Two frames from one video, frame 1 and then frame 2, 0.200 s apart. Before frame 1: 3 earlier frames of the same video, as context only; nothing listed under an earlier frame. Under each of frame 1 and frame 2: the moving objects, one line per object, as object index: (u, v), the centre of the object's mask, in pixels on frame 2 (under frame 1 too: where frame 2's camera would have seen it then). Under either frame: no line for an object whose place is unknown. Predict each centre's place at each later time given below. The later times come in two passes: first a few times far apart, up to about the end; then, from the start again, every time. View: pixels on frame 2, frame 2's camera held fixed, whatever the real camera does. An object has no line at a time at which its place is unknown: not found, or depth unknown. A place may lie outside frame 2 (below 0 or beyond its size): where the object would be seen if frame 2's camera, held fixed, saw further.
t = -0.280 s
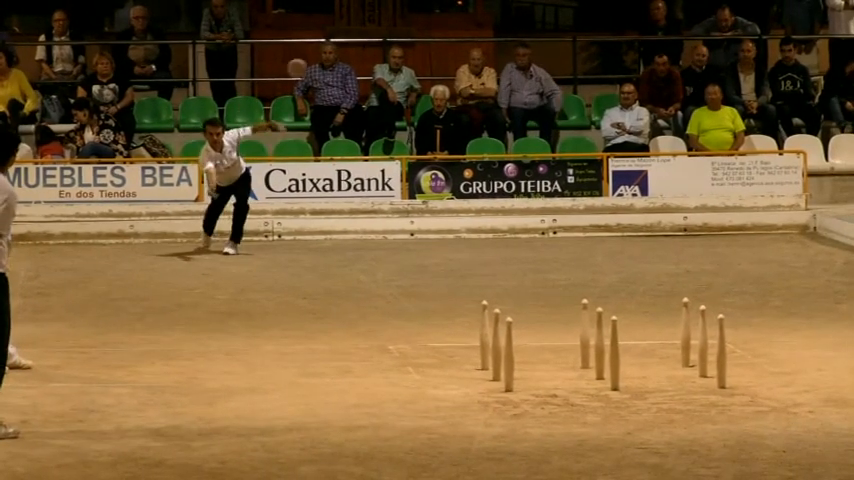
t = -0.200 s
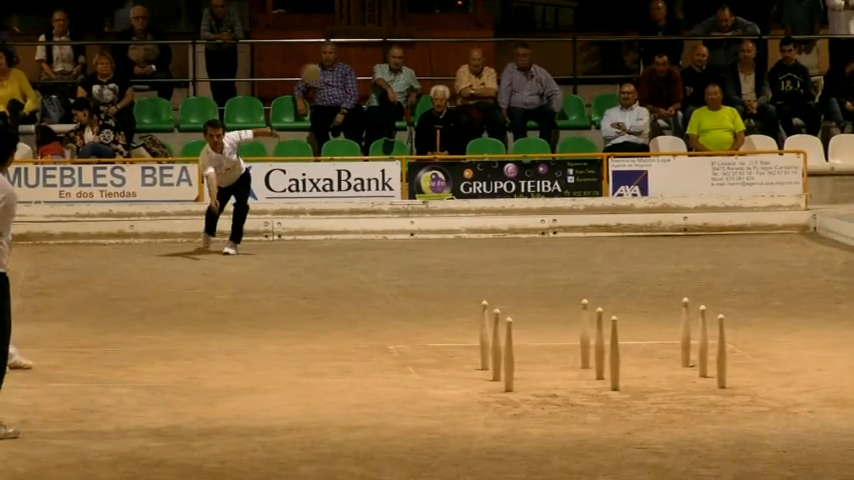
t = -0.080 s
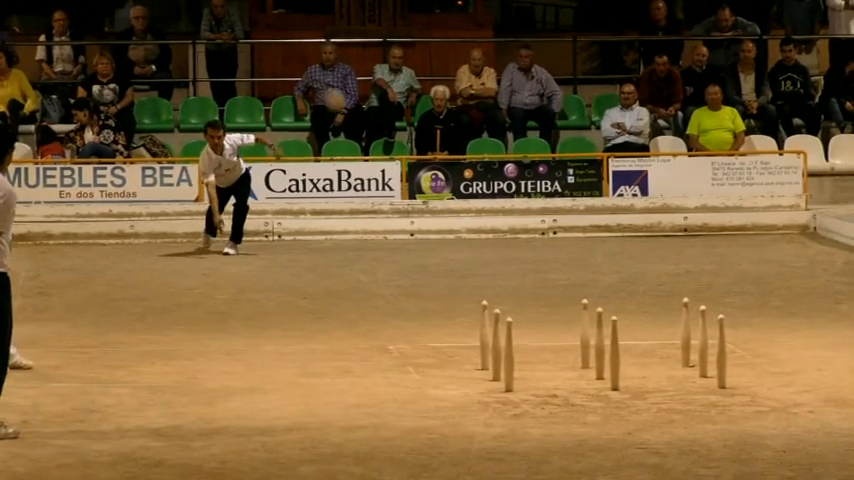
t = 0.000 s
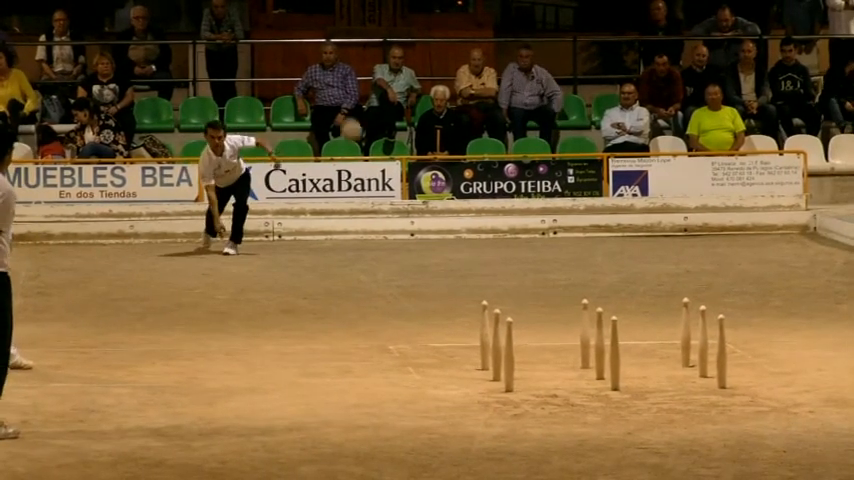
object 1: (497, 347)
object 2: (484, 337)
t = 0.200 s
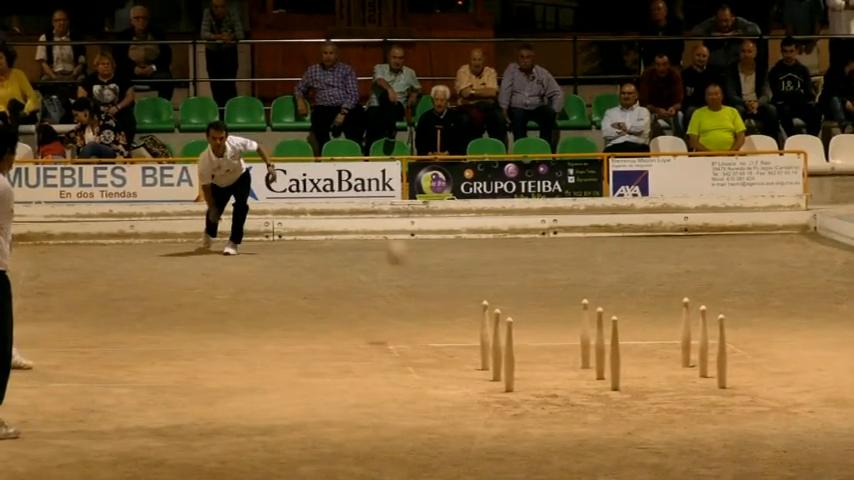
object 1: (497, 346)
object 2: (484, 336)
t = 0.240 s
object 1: (497, 347)
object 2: (484, 336)
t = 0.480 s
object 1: (497, 348)
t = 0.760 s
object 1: (500, 353)
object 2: (635, 363)
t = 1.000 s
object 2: (659, 374)
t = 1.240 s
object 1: (517, 398)
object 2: (670, 377)
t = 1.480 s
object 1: (518, 402)
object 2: (682, 382)
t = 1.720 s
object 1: (517, 405)
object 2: (695, 384)
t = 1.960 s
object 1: (516, 408)
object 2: (711, 386)
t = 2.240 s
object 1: (515, 409)
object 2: (718, 385)
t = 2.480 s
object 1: (515, 410)
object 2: (715, 385)
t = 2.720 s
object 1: (515, 410)
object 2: (715, 385)
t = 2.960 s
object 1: (516, 410)
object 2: (715, 385)
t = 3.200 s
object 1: (515, 410)
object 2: (715, 384)
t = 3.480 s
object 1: (516, 410)
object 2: (715, 385)
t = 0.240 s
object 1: (497, 347)
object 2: (484, 336)
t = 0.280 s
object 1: (497, 346)
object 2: (484, 336)
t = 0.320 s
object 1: (497, 346)
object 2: (484, 336)
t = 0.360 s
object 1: (497, 347)
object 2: (484, 336)
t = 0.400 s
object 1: (497, 346)
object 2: (484, 337)
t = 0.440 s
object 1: (497, 347)
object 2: (491, 339)
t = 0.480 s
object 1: (497, 348)
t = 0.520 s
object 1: (497, 347)
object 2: (526, 347)
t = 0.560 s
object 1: (500, 353)
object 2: (538, 353)
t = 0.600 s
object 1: (502, 355)
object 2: (554, 357)
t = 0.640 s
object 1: (502, 342)
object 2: (572, 366)
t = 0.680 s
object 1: (502, 342)
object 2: (579, 367)
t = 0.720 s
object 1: (497, 341)
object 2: (584, 368)
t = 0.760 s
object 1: (500, 353)
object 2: (635, 363)
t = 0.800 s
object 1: (502, 365)
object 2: (639, 368)
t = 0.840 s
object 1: (507, 378)
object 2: (644, 371)
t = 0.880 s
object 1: (515, 391)
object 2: (647, 370)
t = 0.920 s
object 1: (511, 389)
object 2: (650, 372)
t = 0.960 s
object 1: (497, 391)
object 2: (655, 373)
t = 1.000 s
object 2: (659, 374)
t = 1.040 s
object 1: (515, 390)
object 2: (662, 374)
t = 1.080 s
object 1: (516, 394)
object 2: (665, 375)
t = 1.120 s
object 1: (512, 393)
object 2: (668, 376)
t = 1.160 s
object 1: (510, 393)
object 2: (668, 377)
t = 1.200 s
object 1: (513, 395)
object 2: (670, 377)
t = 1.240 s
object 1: (517, 398)
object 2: (670, 377)
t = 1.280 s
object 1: (519, 399)
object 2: (673, 379)
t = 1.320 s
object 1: (519, 400)
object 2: (675, 379)
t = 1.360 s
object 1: (518, 400)
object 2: (677, 380)
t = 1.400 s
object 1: (517, 400)
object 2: (678, 381)
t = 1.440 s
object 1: (518, 401)
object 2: (680, 381)
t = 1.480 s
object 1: (518, 402)
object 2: (682, 382)
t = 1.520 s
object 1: (518, 403)
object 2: (683, 382)
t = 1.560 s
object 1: (519, 403)
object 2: (686, 382)
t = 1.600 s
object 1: (518, 404)
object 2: (687, 383)
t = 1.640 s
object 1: (518, 405)
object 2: (690, 384)
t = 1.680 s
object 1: (518, 405)
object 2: (693, 384)
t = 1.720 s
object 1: (517, 405)
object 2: (695, 384)
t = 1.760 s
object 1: (518, 406)
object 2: (698, 384)
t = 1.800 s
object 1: (518, 406)
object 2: (701, 385)
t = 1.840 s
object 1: (518, 406)
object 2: (704, 385)
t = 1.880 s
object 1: (518, 407)
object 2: (707, 385)
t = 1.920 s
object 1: (517, 407)
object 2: (709, 385)
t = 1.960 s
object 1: (516, 408)
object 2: (711, 386)
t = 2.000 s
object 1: (516, 408)
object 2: (713, 386)
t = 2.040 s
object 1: (516, 408)
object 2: (715, 386)
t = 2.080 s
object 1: (516, 409)
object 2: (716, 385)
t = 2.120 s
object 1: (516, 409)
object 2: (717, 385)
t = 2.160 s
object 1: (516, 409)
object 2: (718, 385)
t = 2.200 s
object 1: (516, 409)
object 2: (718, 385)
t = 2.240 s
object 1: (515, 409)
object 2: (718, 385)
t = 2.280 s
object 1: (515, 409)
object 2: (717, 385)
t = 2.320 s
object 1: (516, 409)
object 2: (717, 385)
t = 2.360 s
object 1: (515, 409)
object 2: (717, 385)
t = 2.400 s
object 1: (515, 409)
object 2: (716, 385)
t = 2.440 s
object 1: (515, 409)
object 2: (715, 384)
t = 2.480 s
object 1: (515, 410)
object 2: (715, 385)
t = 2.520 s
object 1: (515, 410)
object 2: (715, 385)
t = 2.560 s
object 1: (515, 410)
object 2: (715, 385)
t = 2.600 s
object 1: (515, 410)
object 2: (715, 385)
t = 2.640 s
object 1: (515, 410)
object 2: (715, 385)
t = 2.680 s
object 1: (515, 410)
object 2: (715, 385)
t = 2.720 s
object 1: (515, 410)
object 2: (715, 385)
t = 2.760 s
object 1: (516, 410)
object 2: (715, 385)
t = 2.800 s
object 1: (515, 410)
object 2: (715, 385)
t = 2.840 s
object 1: (516, 410)
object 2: (715, 385)
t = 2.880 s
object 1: (516, 410)
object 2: (715, 385)
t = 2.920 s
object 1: (516, 410)
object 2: (715, 385)
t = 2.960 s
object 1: (516, 410)
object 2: (715, 385)
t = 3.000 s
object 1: (516, 410)
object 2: (715, 385)
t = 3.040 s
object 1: (516, 410)
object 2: (715, 384)
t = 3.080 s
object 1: (516, 410)
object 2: (715, 385)
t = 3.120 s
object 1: (516, 410)
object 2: (715, 385)
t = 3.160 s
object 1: (516, 410)
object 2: (715, 385)
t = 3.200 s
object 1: (515, 410)
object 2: (715, 384)
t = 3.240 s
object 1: (516, 410)
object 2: (715, 385)
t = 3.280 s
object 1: (516, 410)
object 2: (715, 385)
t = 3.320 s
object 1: (516, 410)
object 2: (715, 385)
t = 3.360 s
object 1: (516, 410)
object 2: (715, 385)
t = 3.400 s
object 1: (516, 410)
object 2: (715, 385)
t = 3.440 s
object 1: (516, 410)
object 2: (715, 385)
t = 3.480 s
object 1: (516, 410)
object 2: (715, 385)
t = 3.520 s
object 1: (516, 410)
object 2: (715, 385)
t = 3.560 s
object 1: (516, 410)
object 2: (715, 385)
